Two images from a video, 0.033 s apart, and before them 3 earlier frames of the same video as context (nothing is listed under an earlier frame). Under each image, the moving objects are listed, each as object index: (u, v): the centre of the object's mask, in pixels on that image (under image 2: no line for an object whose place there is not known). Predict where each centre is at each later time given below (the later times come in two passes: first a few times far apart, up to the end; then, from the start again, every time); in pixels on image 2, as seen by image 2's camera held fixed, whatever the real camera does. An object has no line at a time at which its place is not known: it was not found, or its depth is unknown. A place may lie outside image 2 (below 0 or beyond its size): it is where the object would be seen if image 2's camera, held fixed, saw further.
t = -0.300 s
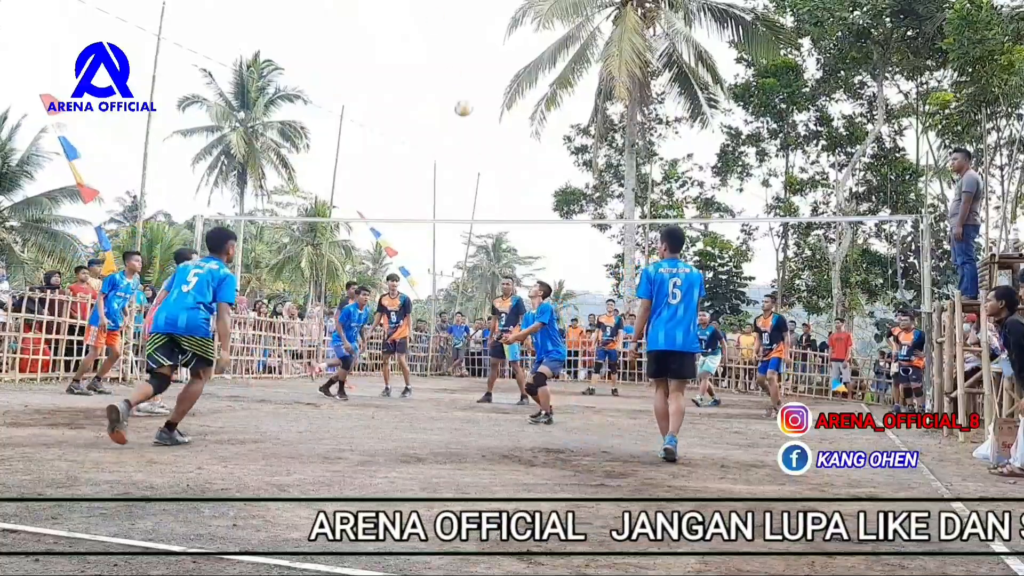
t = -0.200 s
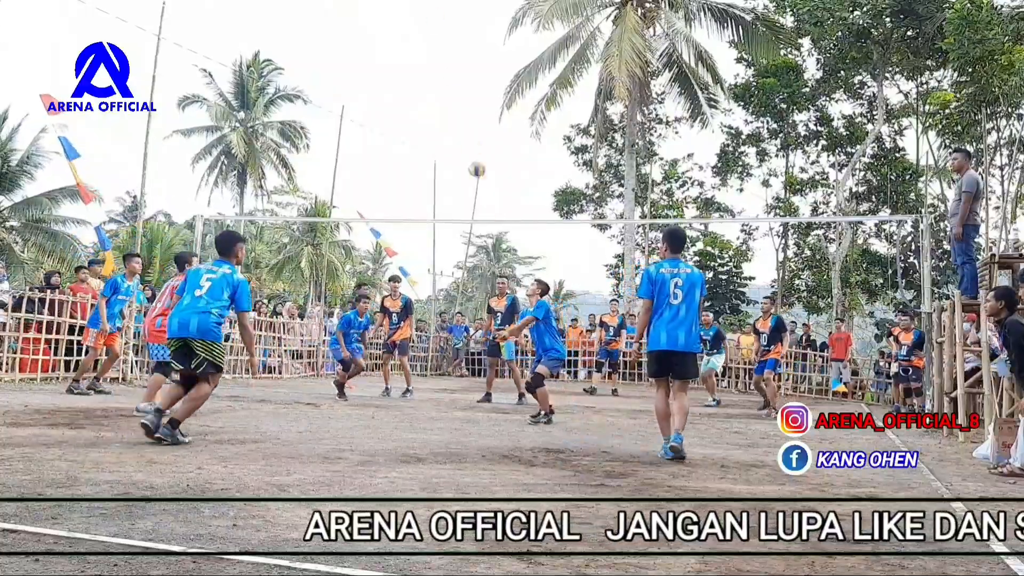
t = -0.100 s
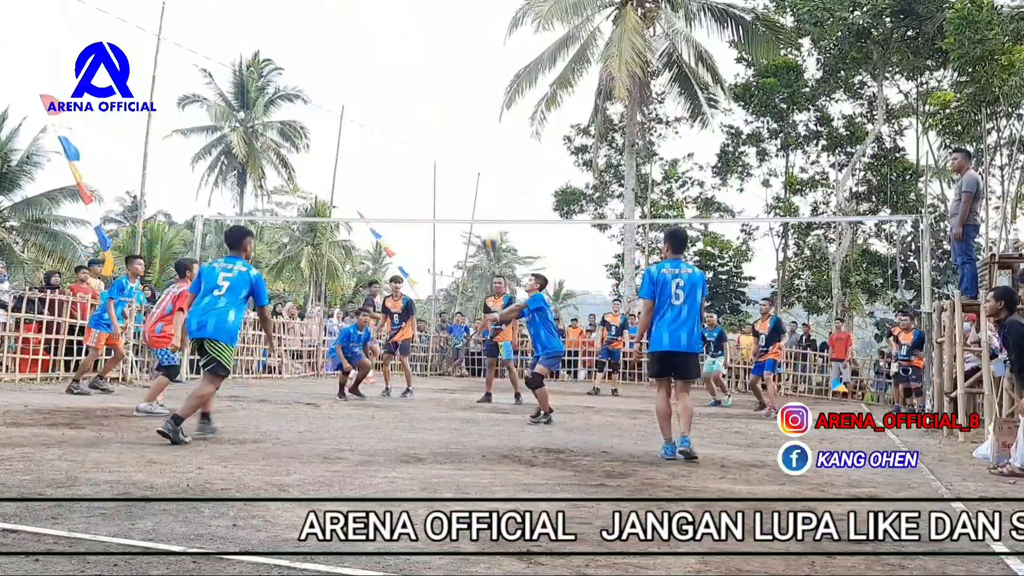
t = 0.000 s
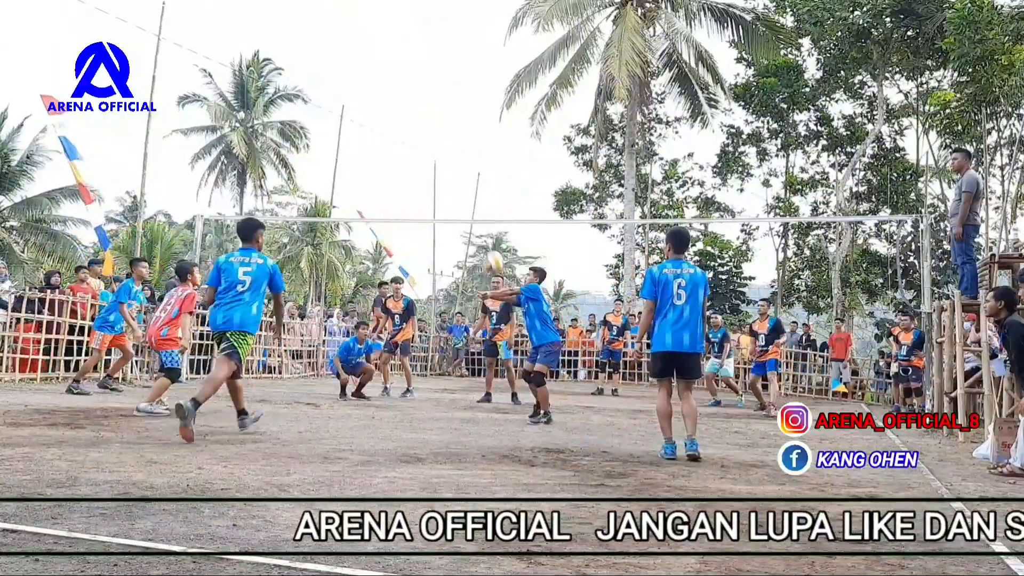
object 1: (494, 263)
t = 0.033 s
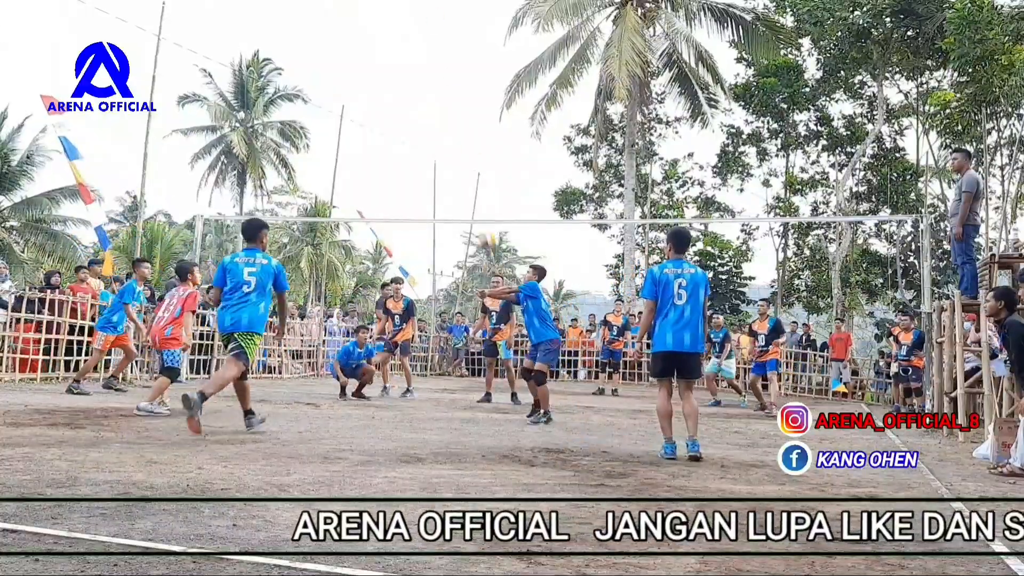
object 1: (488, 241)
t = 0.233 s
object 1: (464, 128)
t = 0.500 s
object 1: (437, 43)
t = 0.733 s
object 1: (413, 24)
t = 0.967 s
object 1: (391, 50)
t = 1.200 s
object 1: (370, 115)
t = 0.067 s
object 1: (484, 218)
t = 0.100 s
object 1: (480, 197)
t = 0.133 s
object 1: (476, 178)
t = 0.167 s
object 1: (473, 160)
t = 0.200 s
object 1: (468, 144)
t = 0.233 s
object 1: (464, 128)
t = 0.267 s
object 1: (461, 113)
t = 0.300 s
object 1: (457, 99)
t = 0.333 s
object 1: (454, 87)
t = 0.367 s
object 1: (450, 76)
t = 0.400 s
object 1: (447, 67)
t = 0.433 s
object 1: (443, 58)
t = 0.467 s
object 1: (440, 50)
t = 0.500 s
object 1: (437, 43)
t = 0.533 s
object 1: (433, 38)
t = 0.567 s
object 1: (430, 33)
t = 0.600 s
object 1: (426, 29)
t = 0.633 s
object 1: (423, 27)
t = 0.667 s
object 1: (420, 25)
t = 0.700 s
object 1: (416, 24)
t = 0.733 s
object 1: (413, 24)
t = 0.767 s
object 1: (409, 25)
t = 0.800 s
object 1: (406, 27)
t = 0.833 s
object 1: (403, 30)
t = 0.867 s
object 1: (400, 34)
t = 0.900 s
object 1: (397, 39)
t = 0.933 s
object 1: (394, 44)
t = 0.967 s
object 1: (391, 50)
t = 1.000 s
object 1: (388, 57)
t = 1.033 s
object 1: (385, 64)
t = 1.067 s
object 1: (382, 73)
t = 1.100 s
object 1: (379, 83)
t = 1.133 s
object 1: (376, 93)
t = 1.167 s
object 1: (373, 103)
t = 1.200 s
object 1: (370, 115)
